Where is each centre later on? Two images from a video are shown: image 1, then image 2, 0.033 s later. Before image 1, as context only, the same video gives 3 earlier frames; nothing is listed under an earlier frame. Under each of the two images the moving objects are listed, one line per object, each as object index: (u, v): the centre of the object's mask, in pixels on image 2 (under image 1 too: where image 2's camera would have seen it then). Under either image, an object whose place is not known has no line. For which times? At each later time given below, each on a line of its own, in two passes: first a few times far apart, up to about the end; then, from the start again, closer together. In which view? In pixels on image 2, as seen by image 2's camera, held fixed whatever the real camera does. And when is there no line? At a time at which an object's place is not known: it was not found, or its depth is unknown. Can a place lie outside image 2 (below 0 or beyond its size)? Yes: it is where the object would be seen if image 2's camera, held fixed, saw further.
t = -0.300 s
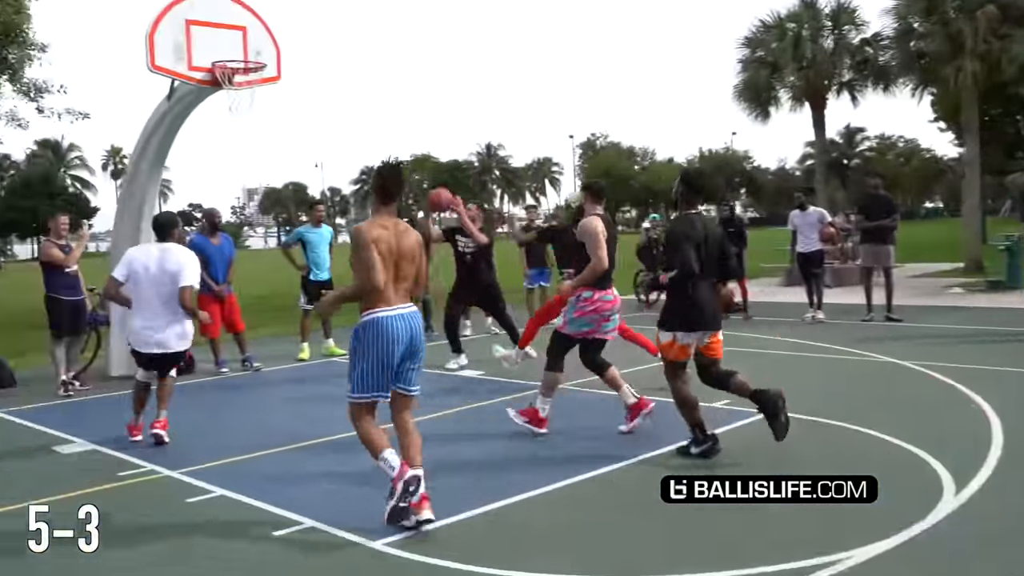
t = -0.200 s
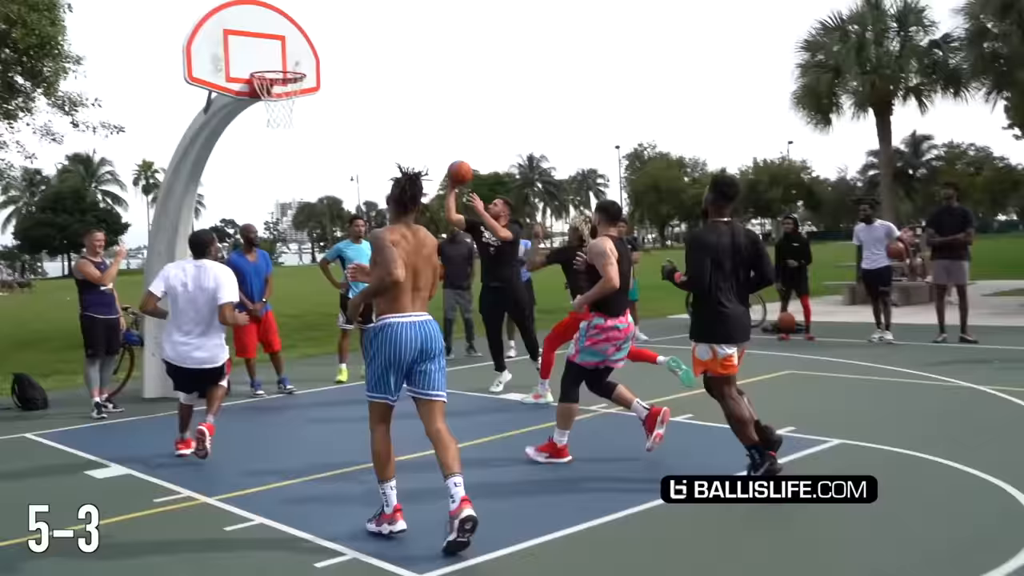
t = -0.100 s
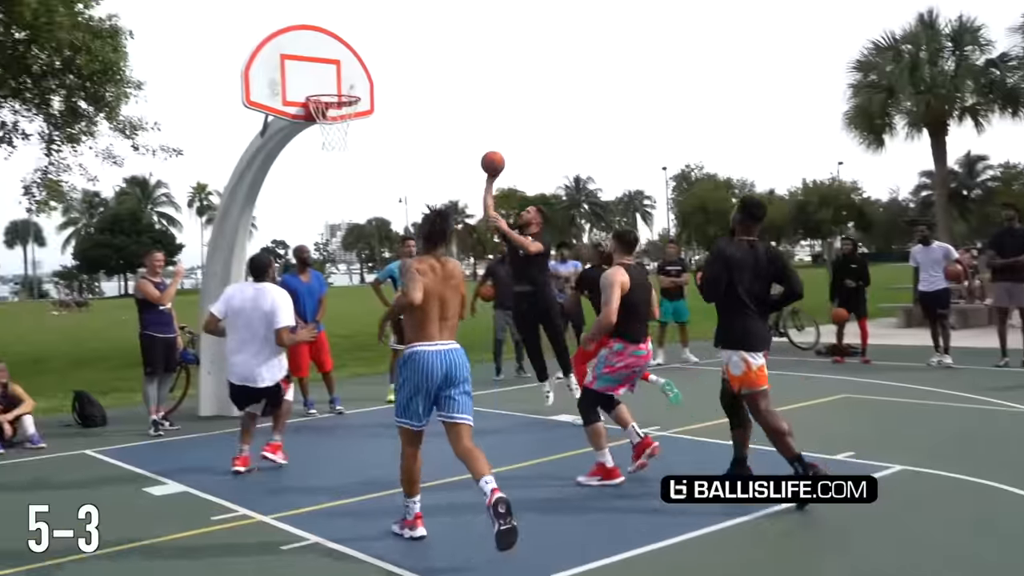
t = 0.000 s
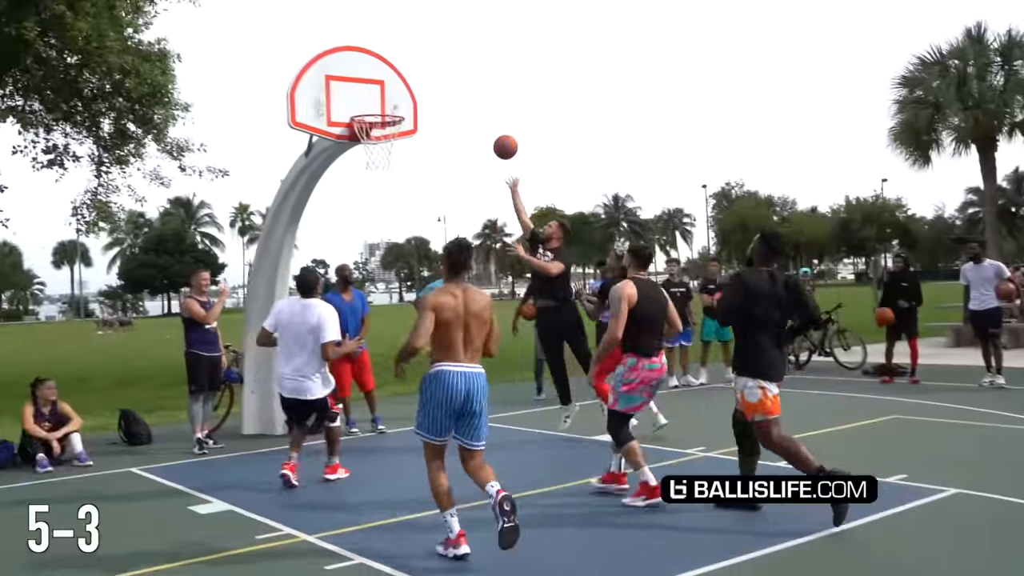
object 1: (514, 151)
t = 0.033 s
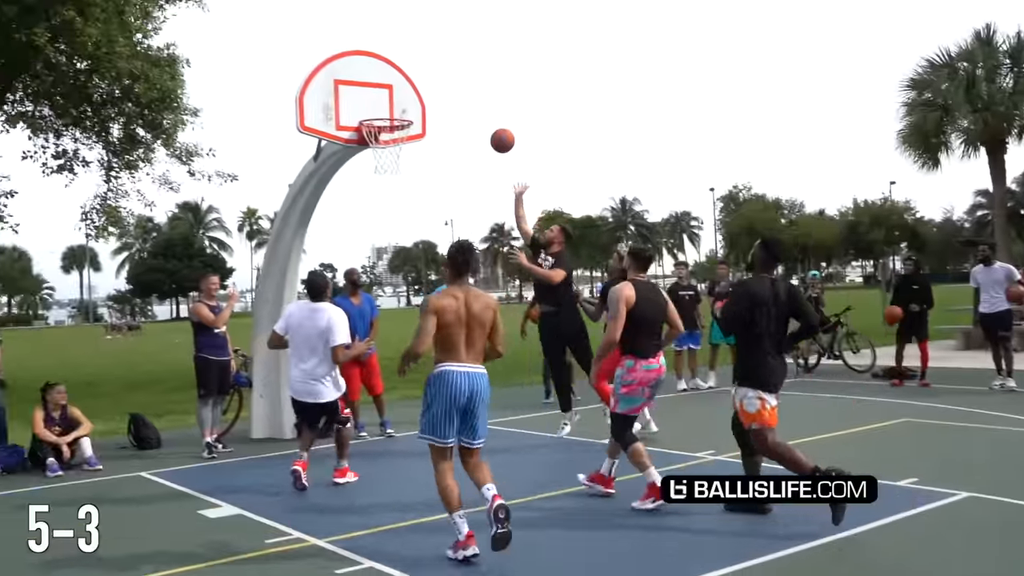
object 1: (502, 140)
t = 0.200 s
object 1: (446, 107)
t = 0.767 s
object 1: (489, 152)
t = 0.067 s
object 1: (491, 131)
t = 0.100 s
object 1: (479, 123)
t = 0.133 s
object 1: (468, 117)
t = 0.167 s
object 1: (457, 111)
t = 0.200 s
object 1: (446, 107)
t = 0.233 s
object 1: (435, 104)
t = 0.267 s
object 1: (429, 102)
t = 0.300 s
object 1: (427, 101)
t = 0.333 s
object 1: (426, 101)
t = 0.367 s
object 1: (425, 102)
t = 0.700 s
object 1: (472, 136)
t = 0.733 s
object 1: (481, 143)
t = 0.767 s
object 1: (489, 152)
